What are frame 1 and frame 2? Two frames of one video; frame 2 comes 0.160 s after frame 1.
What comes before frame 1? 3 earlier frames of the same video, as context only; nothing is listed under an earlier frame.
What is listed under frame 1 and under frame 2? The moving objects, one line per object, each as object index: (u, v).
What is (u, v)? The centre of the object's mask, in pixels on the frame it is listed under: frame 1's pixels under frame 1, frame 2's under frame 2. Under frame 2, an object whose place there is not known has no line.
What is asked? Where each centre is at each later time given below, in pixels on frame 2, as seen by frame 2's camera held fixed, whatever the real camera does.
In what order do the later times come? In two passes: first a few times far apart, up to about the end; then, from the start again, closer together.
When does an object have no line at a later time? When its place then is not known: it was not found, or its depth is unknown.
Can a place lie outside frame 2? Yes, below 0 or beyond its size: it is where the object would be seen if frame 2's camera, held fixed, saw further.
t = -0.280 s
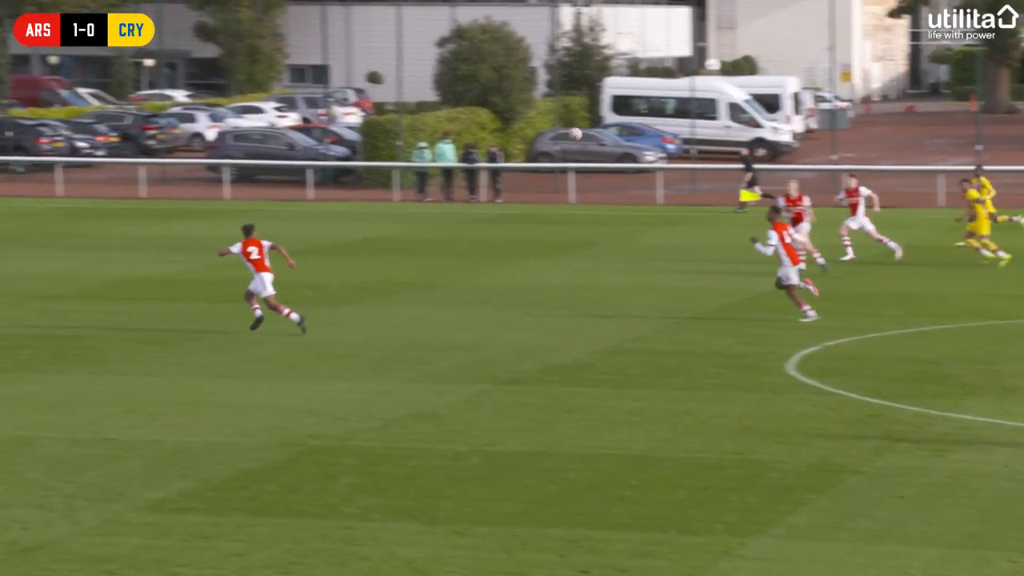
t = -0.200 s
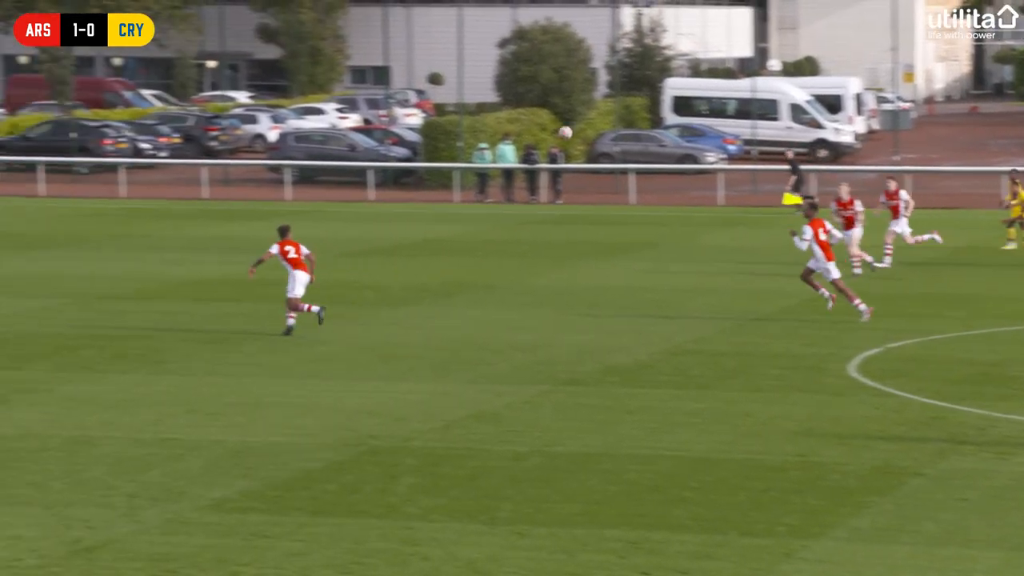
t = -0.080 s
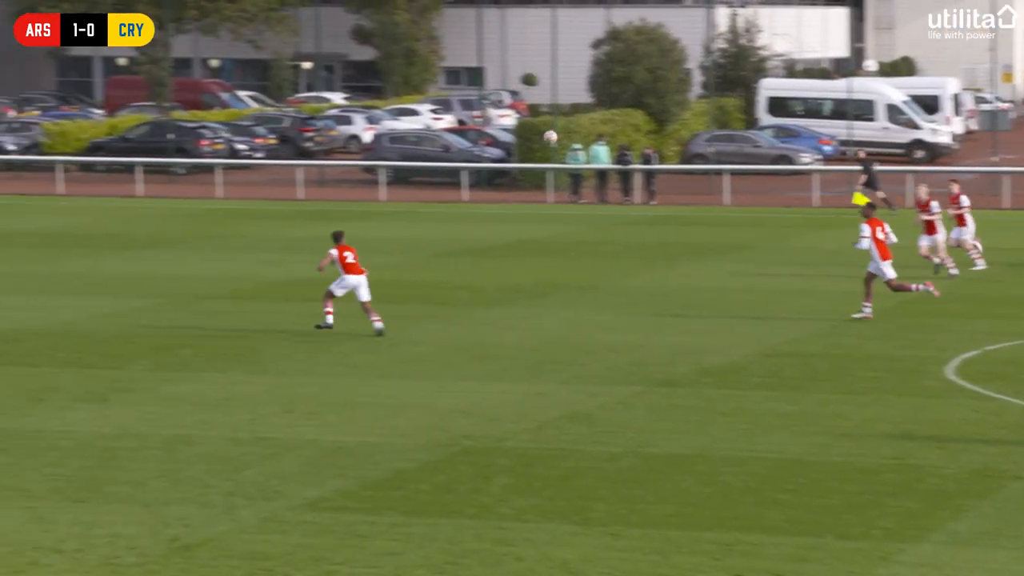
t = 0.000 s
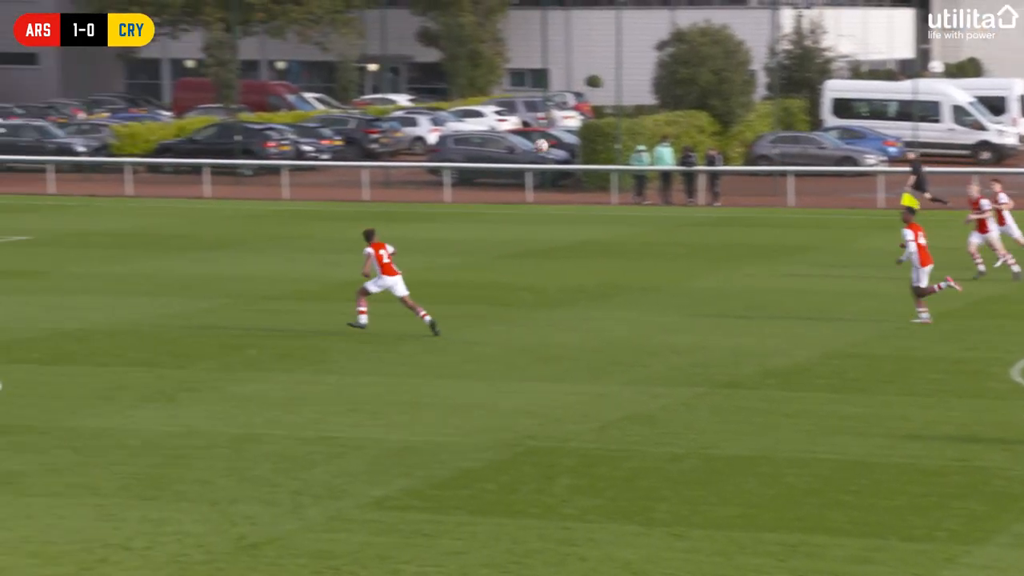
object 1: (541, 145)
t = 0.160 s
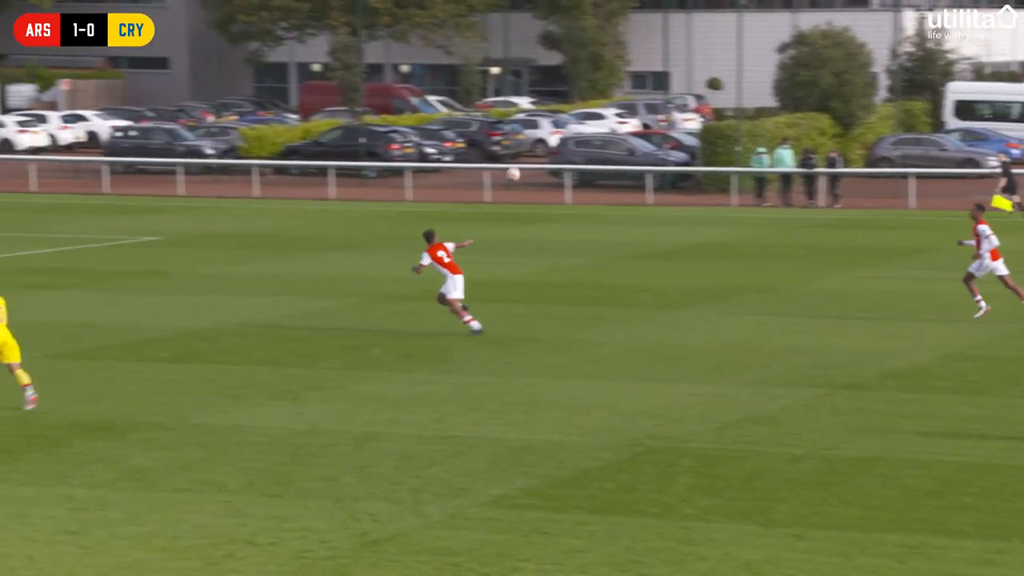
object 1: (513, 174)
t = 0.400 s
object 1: (288, 244)
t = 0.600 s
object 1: (98, 332)
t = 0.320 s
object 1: (363, 216)
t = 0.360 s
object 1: (326, 229)
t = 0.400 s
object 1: (288, 244)
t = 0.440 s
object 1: (251, 259)
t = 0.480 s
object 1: (212, 276)
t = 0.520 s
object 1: (174, 295)
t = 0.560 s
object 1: (136, 314)
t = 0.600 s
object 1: (98, 332)
